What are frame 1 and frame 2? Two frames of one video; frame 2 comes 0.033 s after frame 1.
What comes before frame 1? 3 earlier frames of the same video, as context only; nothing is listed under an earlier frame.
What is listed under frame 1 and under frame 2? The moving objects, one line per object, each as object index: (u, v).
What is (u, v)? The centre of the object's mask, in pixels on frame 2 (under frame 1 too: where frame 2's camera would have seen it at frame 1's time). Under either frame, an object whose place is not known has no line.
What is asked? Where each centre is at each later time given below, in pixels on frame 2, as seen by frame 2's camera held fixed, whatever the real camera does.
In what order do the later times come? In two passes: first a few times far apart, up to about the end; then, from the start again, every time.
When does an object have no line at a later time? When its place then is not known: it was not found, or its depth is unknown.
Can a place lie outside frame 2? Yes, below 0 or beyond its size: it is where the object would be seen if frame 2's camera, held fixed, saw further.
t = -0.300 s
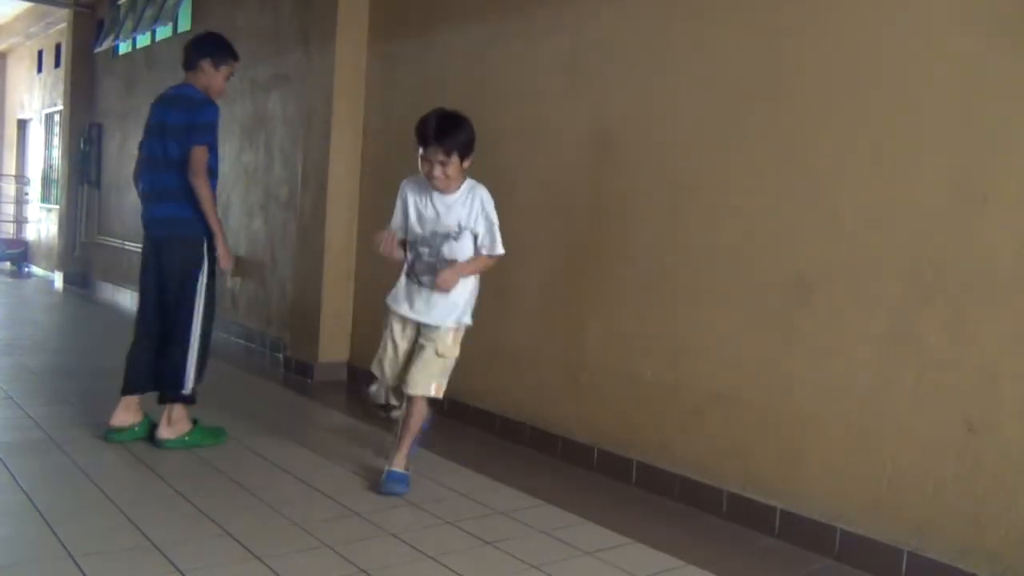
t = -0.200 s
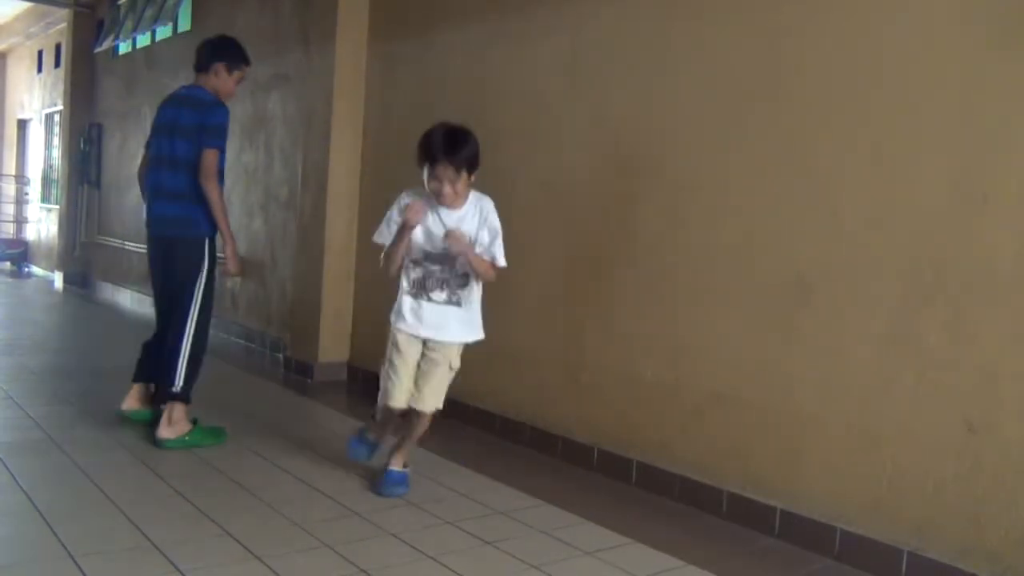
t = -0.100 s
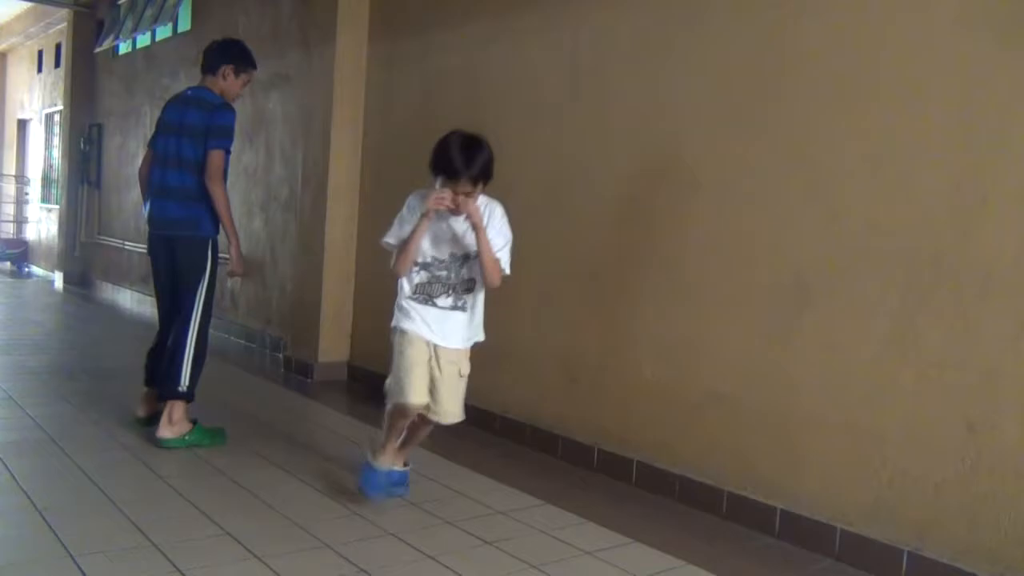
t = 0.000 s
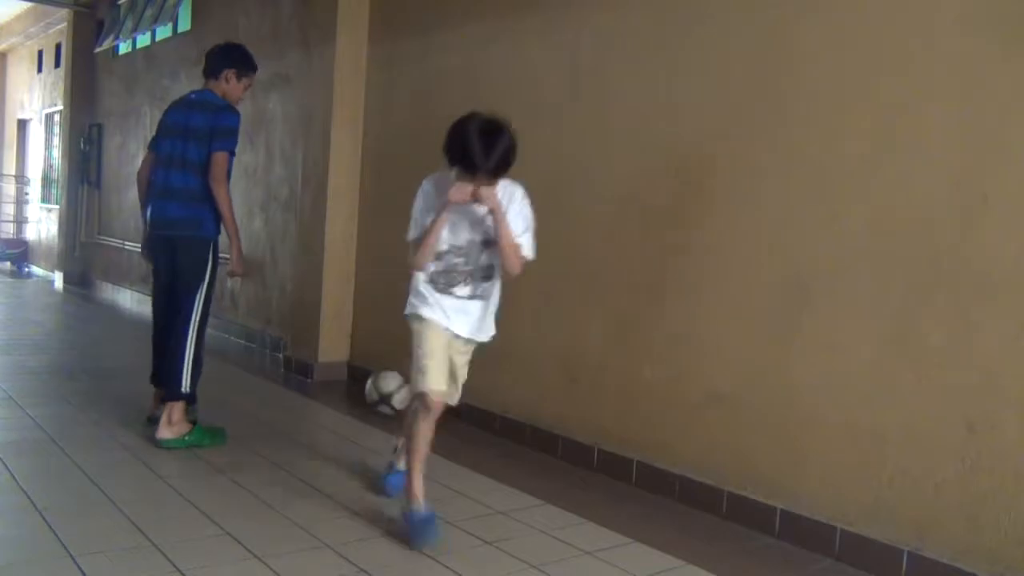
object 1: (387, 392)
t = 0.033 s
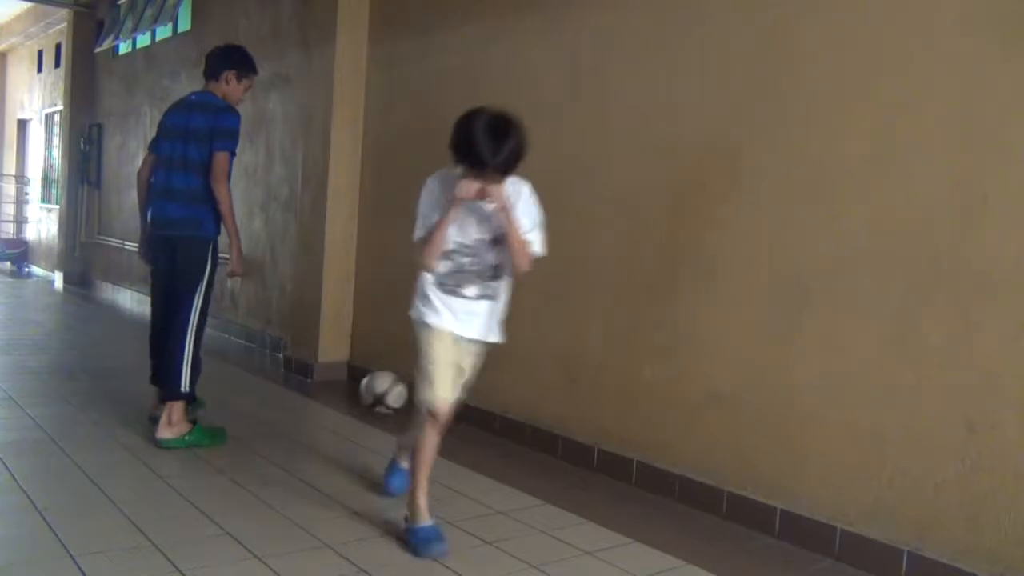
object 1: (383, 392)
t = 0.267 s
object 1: (351, 393)
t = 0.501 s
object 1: (317, 394)
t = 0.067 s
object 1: (378, 394)
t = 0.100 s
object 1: (375, 393)
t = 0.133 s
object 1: (370, 391)
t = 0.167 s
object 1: (365, 391)
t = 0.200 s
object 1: (361, 392)
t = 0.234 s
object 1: (356, 392)
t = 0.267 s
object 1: (351, 393)
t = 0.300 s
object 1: (346, 393)
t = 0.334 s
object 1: (342, 393)
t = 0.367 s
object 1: (338, 393)
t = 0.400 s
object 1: (332, 393)
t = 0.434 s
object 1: (327, 393)
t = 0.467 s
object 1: (322, 393)
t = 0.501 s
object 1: (317, 394)
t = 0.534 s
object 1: (312, 394)
